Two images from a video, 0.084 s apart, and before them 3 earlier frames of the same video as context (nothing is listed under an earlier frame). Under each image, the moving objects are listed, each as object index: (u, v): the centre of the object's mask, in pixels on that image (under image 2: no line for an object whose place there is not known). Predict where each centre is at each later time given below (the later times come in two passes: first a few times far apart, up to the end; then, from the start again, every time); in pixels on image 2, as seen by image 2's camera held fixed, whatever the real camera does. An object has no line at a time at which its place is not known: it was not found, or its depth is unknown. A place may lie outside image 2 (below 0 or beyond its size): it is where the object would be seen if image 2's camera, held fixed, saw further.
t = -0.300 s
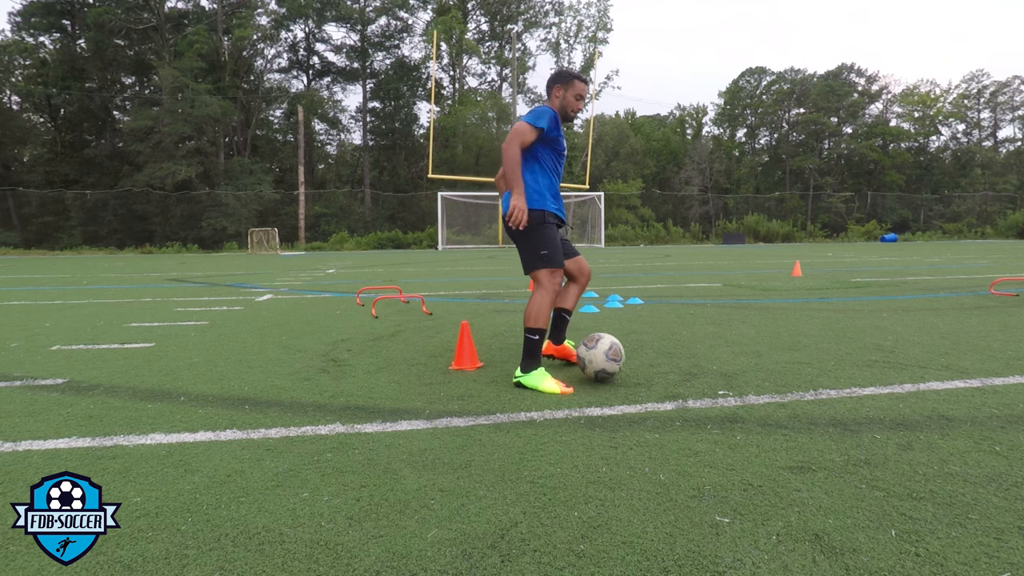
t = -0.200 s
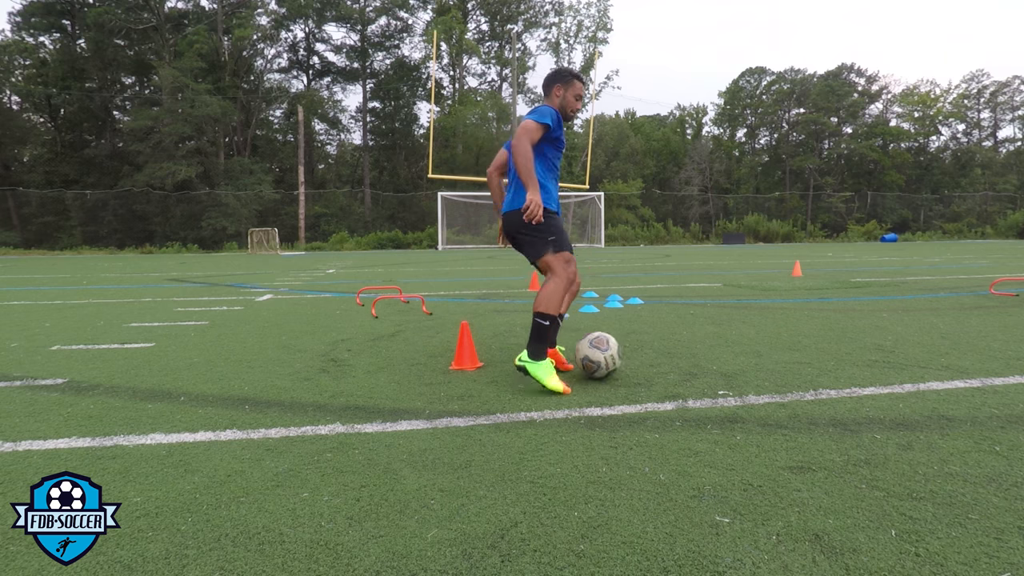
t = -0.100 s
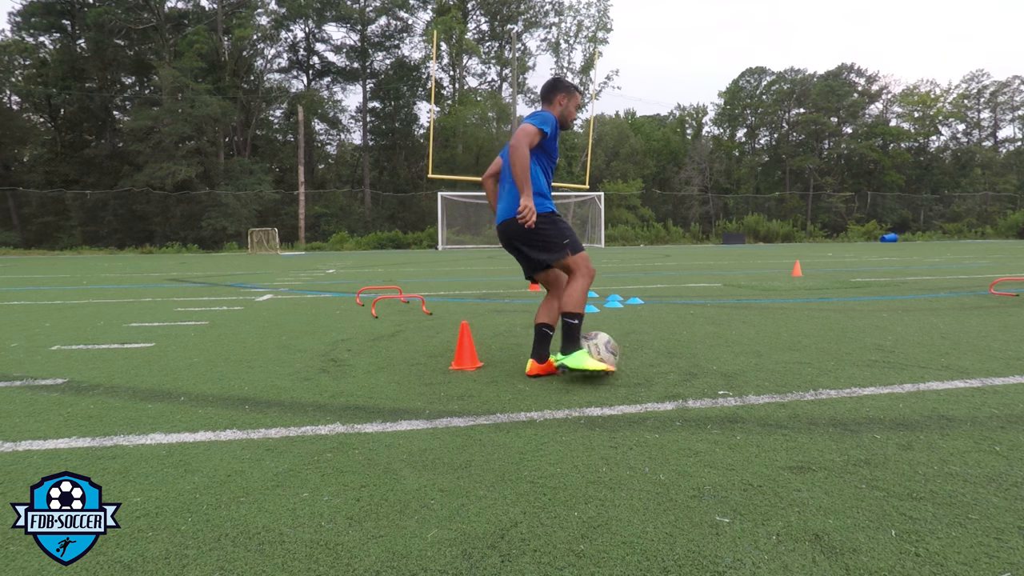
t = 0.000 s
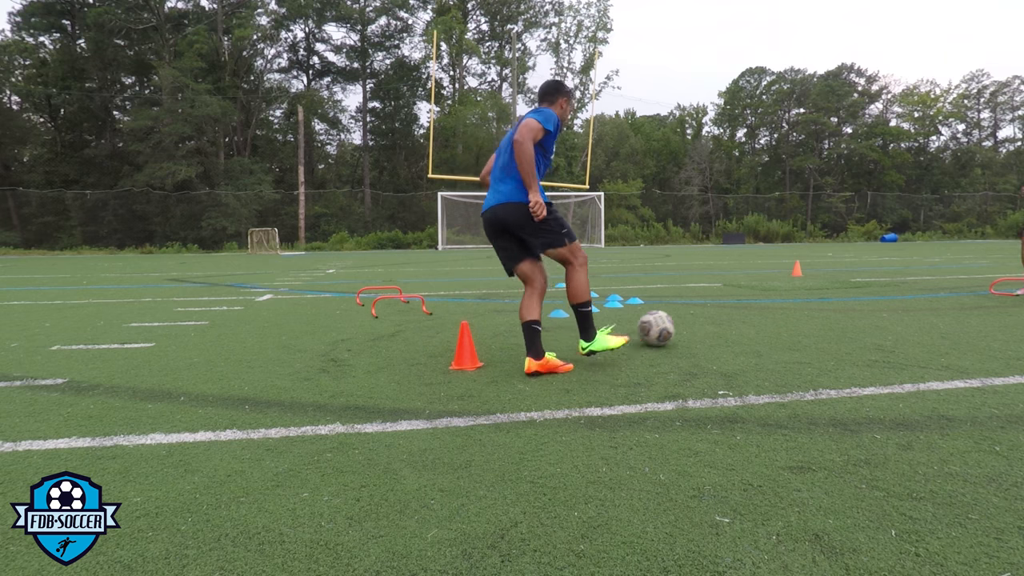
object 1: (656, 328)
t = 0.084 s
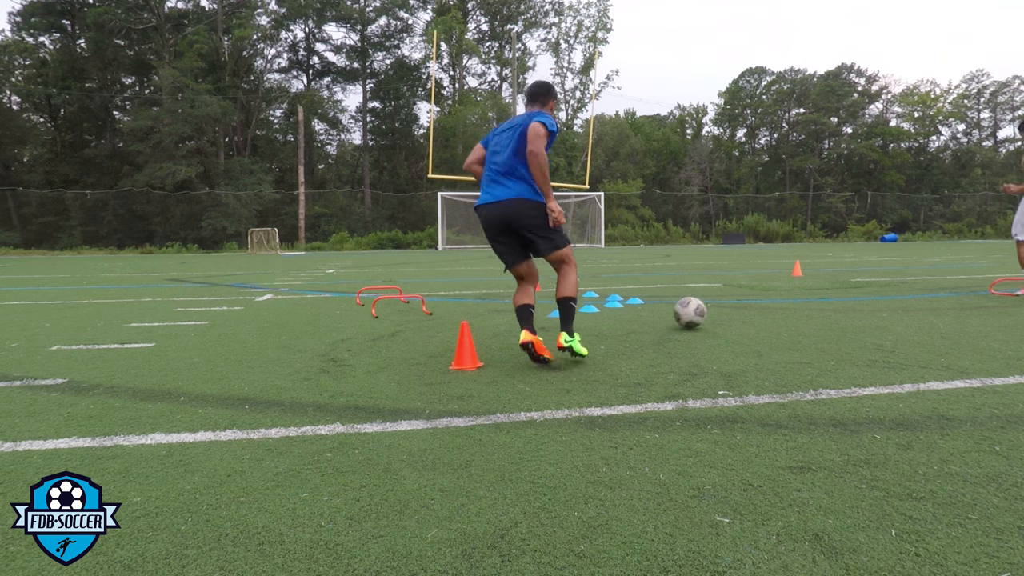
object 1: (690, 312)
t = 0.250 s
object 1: (732, 296)
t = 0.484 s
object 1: (761, 282)
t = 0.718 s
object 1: (778, 274)
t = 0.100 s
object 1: (695, 311)
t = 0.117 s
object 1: (700, 309)
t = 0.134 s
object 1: (705, 308)
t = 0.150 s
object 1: (710, 306)
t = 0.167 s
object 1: (714, 304)
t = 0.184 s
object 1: (718, 302)
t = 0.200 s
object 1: (722, 300)
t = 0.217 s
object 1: (725, 299)
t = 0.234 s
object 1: (729, 297)
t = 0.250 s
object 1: (732, 296)
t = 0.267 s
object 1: (735, 294)
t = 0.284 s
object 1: (738, 294)
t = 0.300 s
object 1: (740, 292)
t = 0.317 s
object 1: (742, 291)
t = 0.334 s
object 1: (745, 290)
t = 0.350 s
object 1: (747, 289)
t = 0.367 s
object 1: (749, 287)
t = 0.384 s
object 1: (751, 286)
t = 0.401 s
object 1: (753, 286)
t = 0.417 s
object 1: (755, 286)
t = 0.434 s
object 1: (756, 285)
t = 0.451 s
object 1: (758, 284)
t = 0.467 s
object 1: (760, 283)
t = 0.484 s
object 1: (761, 282)
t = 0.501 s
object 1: (763, 281)
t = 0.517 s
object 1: (764, 280)
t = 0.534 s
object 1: (765, 280)
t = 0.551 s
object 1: (766, 280)
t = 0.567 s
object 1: (768, 280)
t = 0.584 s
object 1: (769, 280)
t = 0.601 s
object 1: (770, 279)
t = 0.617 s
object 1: (772, 279)
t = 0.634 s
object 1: (772, 278)
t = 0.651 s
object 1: (773, 278)
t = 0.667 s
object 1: (774, 278)
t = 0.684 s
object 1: (775, 276)
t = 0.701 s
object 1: (777, 275)
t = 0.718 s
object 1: (778, 274)
